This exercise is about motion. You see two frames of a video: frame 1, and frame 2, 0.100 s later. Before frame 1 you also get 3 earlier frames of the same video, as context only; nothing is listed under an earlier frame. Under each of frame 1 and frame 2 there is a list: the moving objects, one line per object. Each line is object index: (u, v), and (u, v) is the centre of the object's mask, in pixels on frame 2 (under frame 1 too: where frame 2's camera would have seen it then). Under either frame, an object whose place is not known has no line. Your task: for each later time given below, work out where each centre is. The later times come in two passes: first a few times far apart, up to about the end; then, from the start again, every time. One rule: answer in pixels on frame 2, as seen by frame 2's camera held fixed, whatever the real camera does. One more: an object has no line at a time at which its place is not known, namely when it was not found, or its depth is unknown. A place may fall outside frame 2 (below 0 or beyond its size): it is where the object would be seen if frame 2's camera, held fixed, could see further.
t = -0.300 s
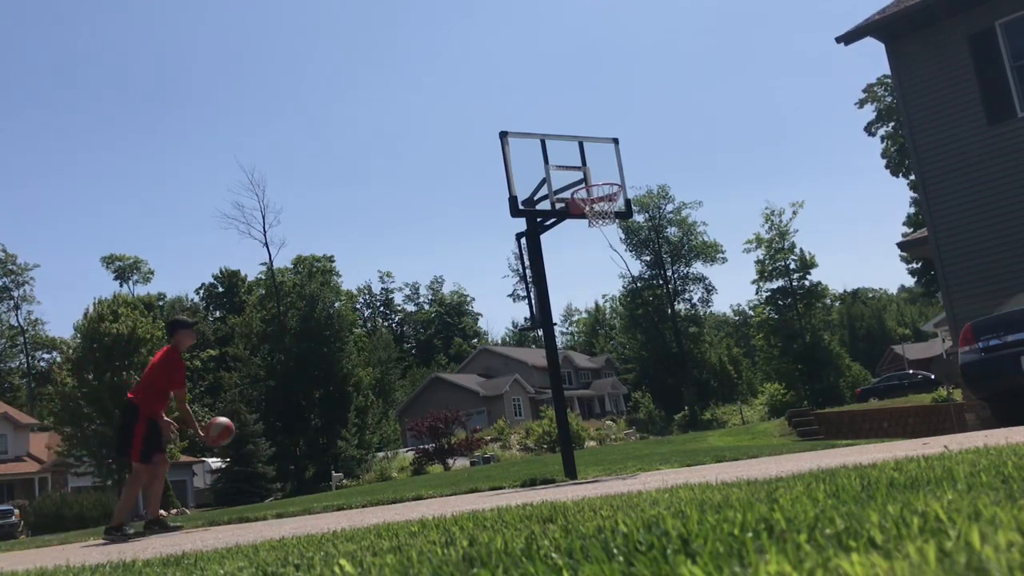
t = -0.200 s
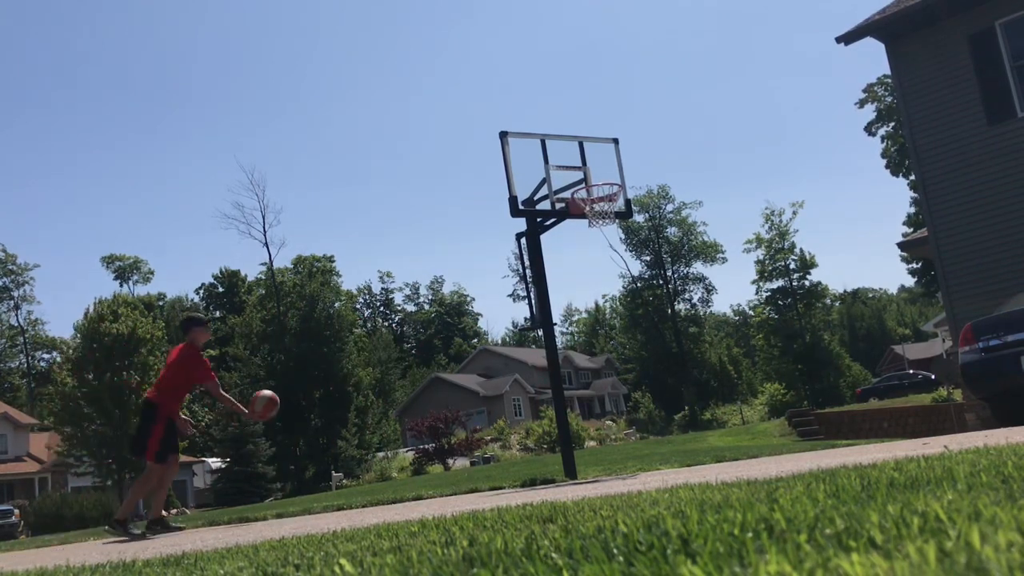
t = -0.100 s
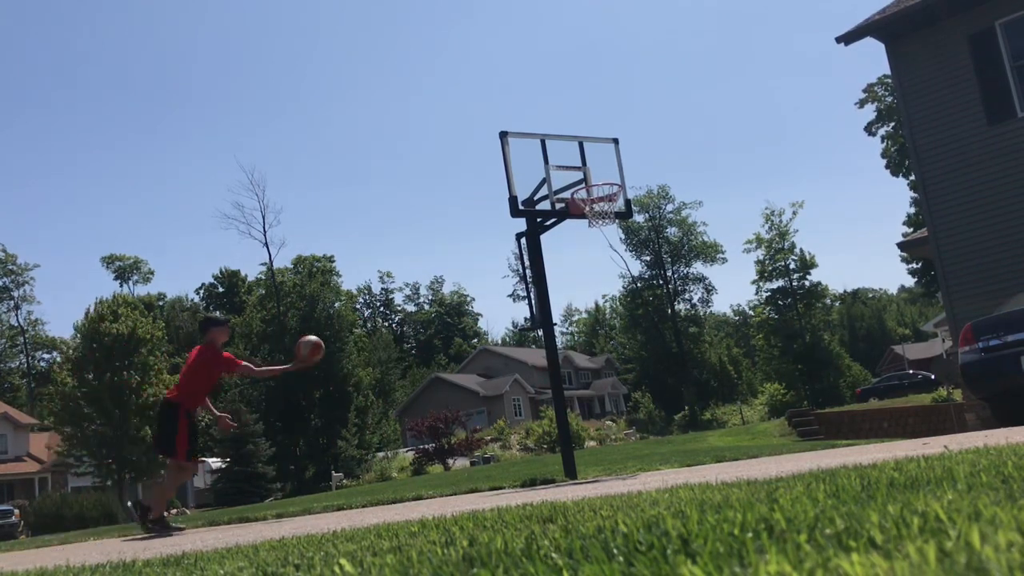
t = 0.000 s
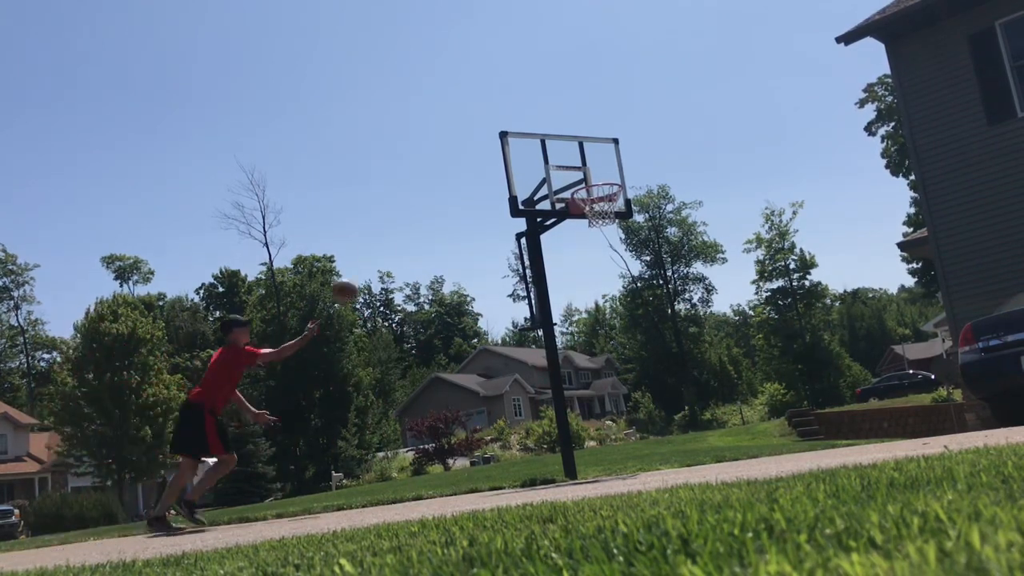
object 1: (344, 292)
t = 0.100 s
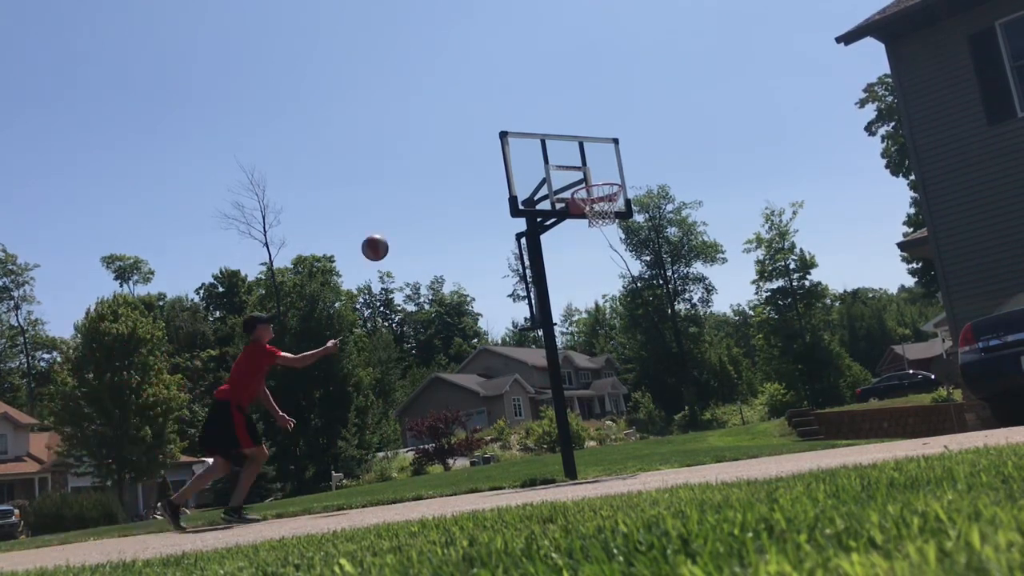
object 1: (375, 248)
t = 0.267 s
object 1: (427, 202)
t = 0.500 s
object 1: (501, 187)
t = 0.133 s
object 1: (385, 236)
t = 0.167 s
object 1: (396, 226)
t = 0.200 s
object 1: (406, 217)
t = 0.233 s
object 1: (417, 209)
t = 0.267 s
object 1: (427, 202)
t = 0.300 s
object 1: (437, 196)
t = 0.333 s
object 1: (448, 192)
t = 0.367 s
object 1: (458, 189)
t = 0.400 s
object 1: (469, 187)
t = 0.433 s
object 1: (479, 186)
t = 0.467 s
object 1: (490, 186)
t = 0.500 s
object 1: (501, 187)
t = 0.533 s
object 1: (498, 186)
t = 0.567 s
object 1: (492, 185)
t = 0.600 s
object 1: (487, 185)
